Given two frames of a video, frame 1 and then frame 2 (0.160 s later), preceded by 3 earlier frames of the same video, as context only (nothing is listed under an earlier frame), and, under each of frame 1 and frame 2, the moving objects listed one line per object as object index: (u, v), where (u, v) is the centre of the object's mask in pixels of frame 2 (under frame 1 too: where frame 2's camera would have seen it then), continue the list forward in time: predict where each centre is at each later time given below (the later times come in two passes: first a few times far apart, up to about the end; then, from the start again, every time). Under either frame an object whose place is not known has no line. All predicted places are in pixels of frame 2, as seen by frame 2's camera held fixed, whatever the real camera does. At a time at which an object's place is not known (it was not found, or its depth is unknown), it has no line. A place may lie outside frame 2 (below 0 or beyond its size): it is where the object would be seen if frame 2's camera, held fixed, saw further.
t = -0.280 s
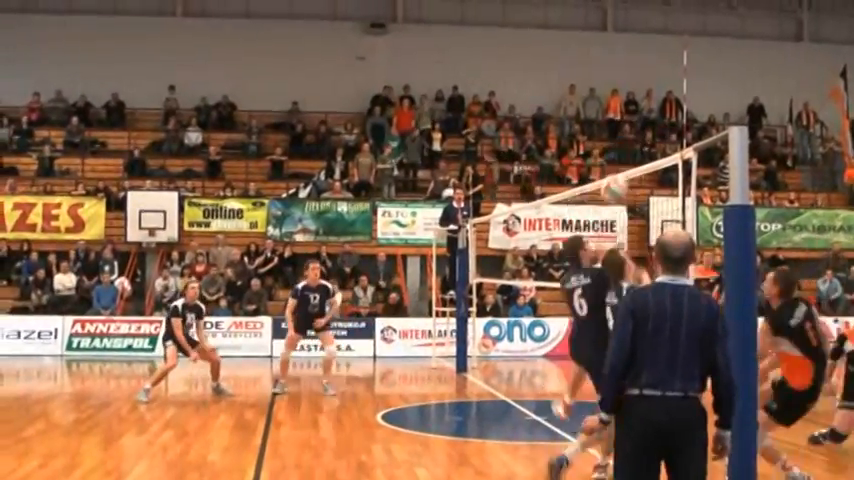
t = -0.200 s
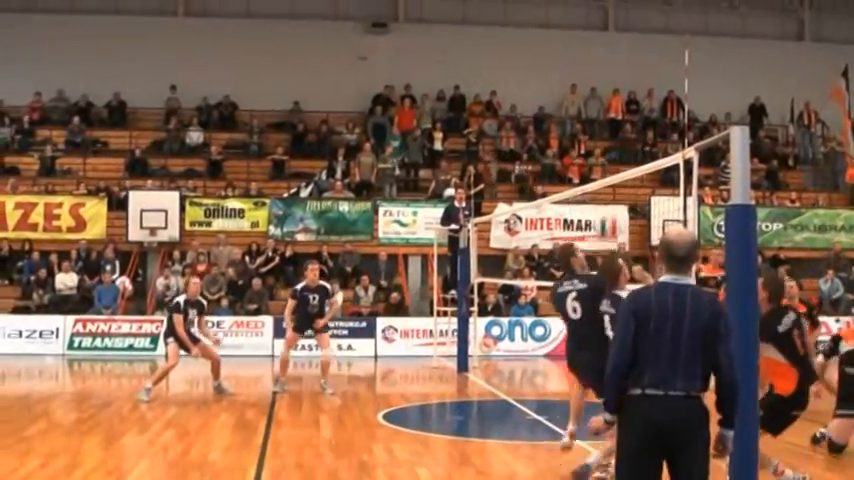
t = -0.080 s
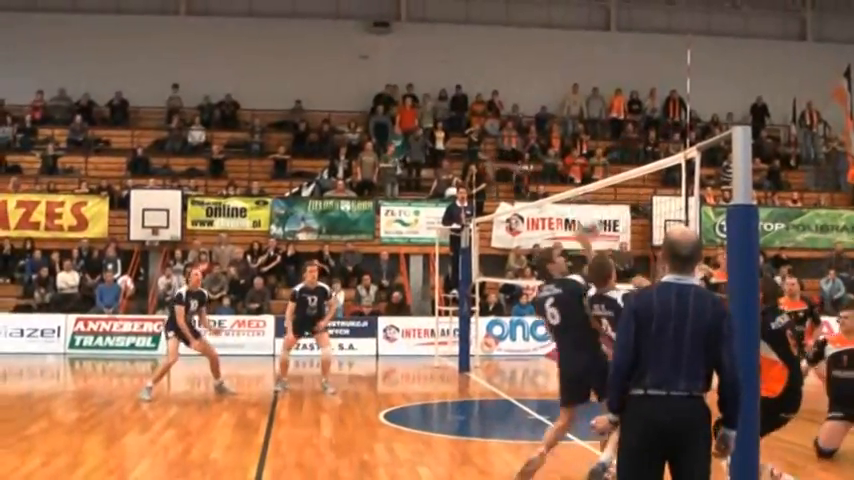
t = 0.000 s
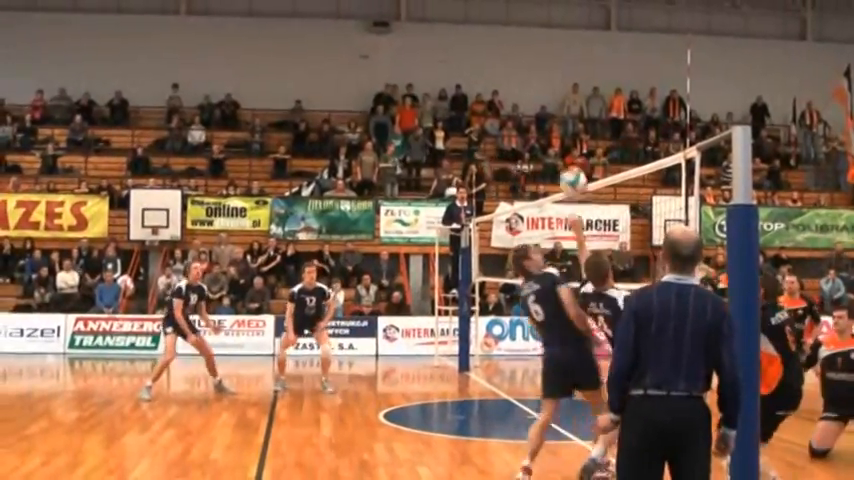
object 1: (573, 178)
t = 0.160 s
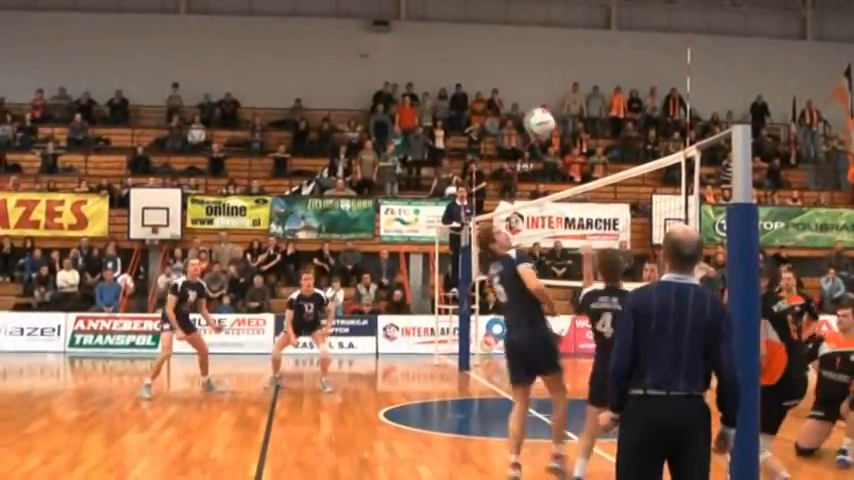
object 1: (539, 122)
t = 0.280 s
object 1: (513, 98)
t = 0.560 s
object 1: (442, 124)
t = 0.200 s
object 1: (530, 113)
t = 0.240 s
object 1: (521, 105)
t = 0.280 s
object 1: (513, 98)
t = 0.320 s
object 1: (503, 96)
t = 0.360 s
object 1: (492, 93)
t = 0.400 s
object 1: (484, 95)
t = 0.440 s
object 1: (473, 99)
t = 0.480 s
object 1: (463, 104)
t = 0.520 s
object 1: (452, 113)
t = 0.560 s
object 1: (442, 124)
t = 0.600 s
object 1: (430, 139)
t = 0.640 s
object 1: (419, 157)
